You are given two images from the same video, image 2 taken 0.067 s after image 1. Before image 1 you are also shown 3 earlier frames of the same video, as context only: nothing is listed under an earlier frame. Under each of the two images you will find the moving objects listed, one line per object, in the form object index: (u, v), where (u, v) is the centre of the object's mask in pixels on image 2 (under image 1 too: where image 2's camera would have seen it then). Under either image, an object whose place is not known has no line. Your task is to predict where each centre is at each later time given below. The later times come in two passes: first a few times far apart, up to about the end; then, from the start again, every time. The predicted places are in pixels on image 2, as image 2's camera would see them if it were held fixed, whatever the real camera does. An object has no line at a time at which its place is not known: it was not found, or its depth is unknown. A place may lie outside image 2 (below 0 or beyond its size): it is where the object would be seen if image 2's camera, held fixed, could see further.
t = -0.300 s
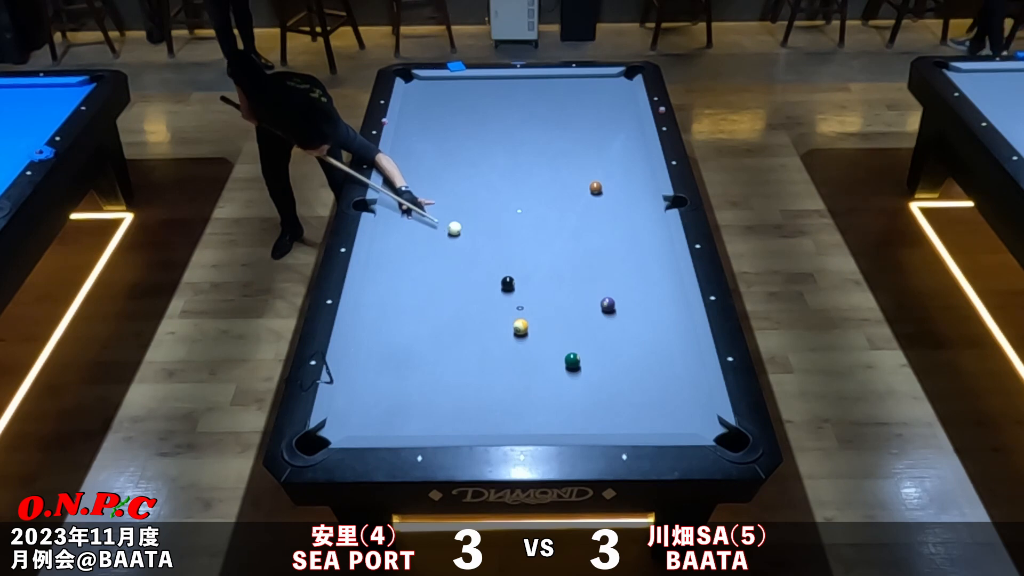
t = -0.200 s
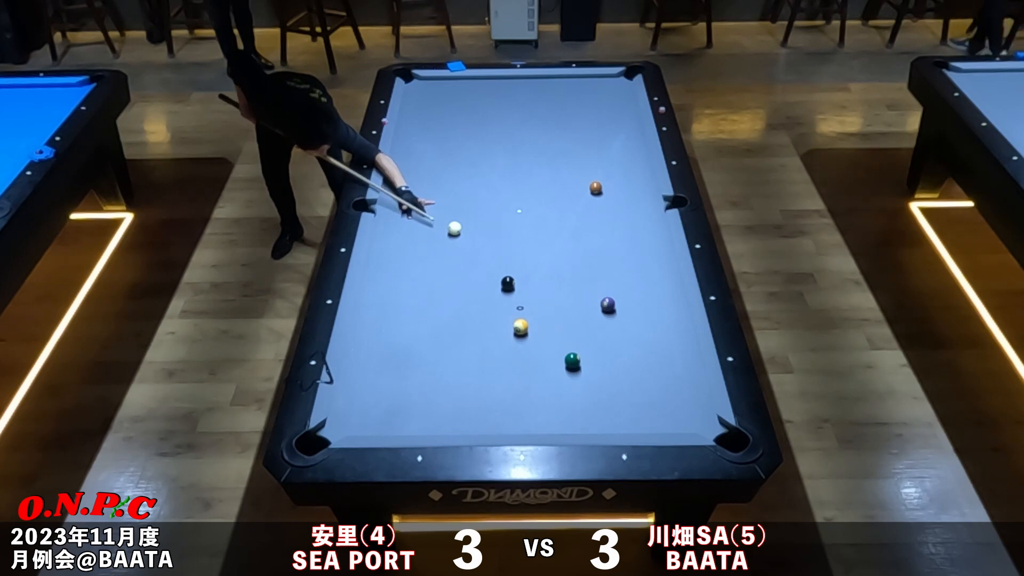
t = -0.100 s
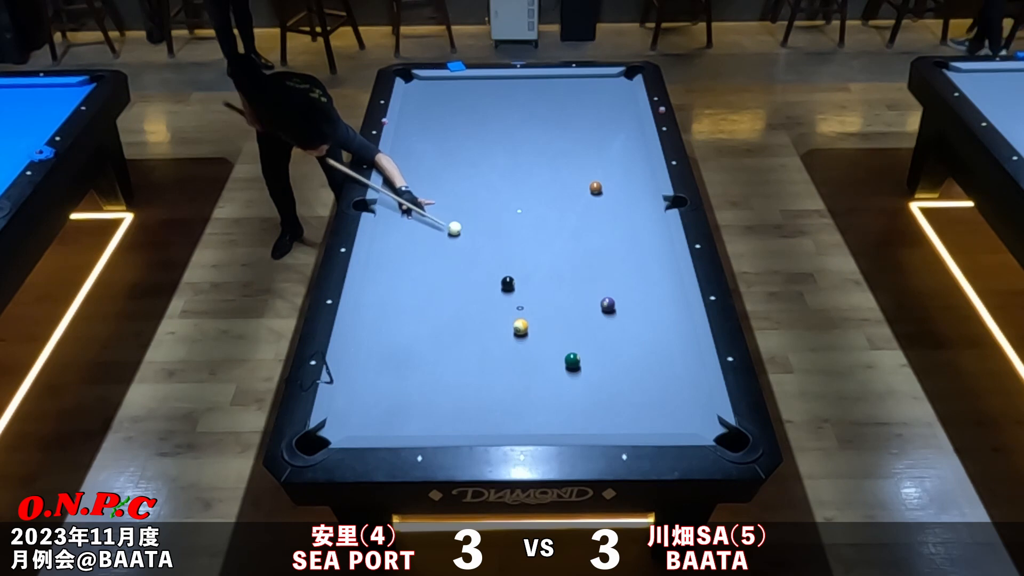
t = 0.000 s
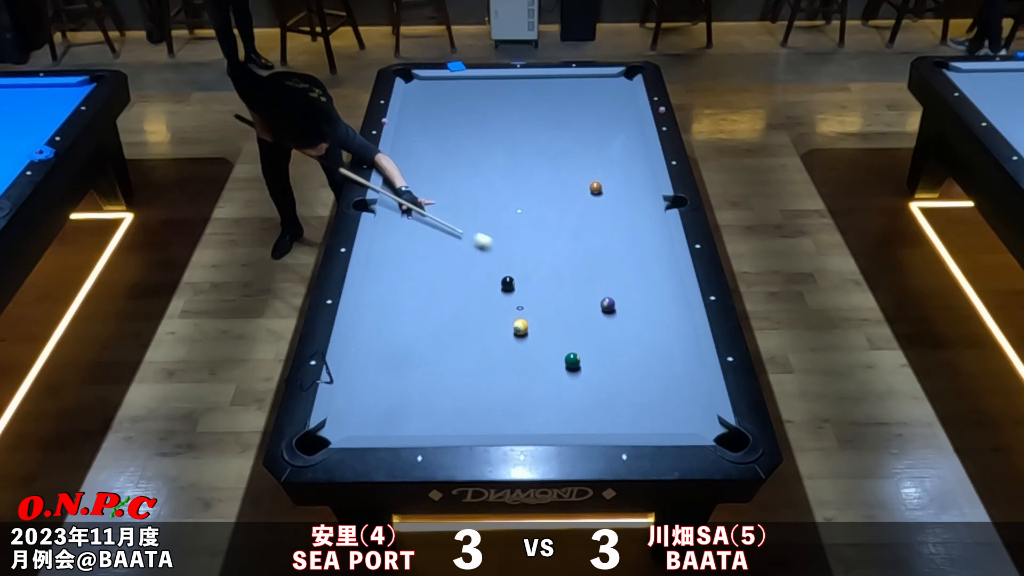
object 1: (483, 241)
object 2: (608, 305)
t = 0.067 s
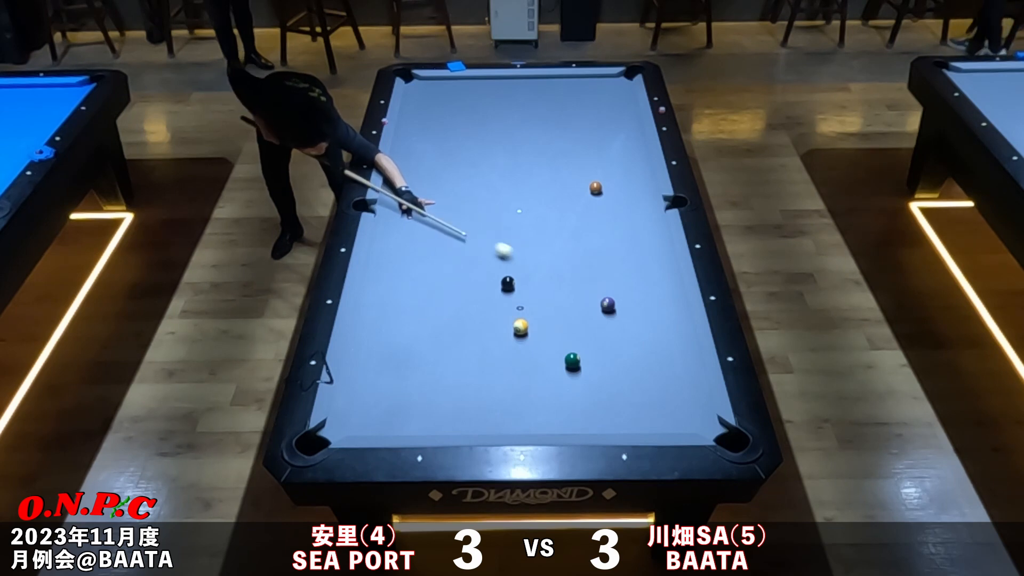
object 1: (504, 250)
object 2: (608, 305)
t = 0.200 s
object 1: (540, 267)
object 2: (608, 305)
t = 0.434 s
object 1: (601, 294)
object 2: (610, 307)
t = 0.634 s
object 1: (632, 294)
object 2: (637, 335)
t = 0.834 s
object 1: (663, 295)
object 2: (662, 360)
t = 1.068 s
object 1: (669, 299)
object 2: (693, 391)
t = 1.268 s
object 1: (653, 303)
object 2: (700, 413)
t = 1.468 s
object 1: (638, 307)
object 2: (693, 426)
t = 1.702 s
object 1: (622, 312)
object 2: (681, 417)
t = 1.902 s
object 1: (609, 316)
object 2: (672, 409)
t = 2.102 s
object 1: (596, 320)
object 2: (664, 402)
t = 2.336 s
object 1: (583, 324)
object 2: (656, 395)
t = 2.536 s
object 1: (572, 328)
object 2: (650, 389)
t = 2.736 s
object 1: (562, 331)
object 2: (644, 385)
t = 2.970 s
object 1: (552, 333)
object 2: (639, 380)
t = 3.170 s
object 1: (544, 336)
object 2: (635, 377)
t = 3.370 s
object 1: (537, 339)
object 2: (632, 375)
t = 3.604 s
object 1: (530, 342)
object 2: (629, 373)
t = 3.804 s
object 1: (524, 344)
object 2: (627, 372)
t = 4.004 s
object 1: (520, 346)
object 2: (626, 372)
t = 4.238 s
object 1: (516, 347)
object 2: (626, 372)
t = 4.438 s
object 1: (514, 349)
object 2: (626, 372)
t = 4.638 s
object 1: (512, 349)
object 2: (626, 372)
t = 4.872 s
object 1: (512, 349)
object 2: (626, 372)
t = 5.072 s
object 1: (512, 349)
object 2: (626, 373)
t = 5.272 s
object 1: (512, 349)
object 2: (626, 372)
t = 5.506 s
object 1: (512, 349)
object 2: (626, 372)
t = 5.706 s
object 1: (512, 349)
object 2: (626, 372)
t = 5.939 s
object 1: (512, 349)
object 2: (626, 372)
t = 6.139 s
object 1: (512, 349)
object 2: (626, 372)
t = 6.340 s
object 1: (512, 349)
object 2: (626, 372)
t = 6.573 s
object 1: (512, 349)
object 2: (626, 373)
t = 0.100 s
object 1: (513, 255)
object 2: (608, 305)
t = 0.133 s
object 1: (522, 259)
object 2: (608, 305)
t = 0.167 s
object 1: (531, 263)
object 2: (608, 305)
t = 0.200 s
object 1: (540, 267)
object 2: (608, 305)
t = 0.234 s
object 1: (548, 271)
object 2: (608, 305)
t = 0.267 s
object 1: (558, 275)
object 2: (608, 305)
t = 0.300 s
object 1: (567, 279)
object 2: (608, 305)
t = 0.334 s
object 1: (576, 284)
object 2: (608, 305)
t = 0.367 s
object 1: (585, 288)
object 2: (608, 305)
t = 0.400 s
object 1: (594, 293)
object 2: (608, 305)
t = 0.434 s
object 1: (601, 294)
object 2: (610, 307)
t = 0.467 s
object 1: (606, 294)
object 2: (615, 313)
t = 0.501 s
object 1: (611, 294)
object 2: (620, 318)
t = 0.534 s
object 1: (616, 294)
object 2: (625, 322)
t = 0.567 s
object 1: (621, 294)
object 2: (629, 326)
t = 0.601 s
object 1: (627, 294)
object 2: (633, 331)
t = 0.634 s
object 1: (632, 294)
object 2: (637, 335)
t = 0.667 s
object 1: (637, 294)
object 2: (641, 339)
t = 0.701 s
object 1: (642, 294)
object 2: (645, 343)
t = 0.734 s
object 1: (648, 295)
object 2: (649, 347)
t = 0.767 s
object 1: (653, 295)
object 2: (653, 351)
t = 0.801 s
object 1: (658, 295)
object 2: (658, 356)
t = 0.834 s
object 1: (663, 295)
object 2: (662, 360)
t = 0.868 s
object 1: (668, 295)
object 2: (666, 364)
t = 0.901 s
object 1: (673, 295)
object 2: (671, 369)
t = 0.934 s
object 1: (678, 296)
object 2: (675, 373)
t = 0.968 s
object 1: (677, 296)
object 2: (680, 378)
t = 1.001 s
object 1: (674, 297)
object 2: (684, 382)
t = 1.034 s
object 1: (671, 298)
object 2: (689, 387)
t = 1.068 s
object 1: (669, 299)
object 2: (693, 391)
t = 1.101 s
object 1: (666, 299)
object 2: (698, 396)
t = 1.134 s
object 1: (663, 300)
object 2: (702, 401)
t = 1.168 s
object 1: (661, 301)
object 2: (704, 405)
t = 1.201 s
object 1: (658, 301)
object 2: (703, 408)
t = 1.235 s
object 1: (656, 302)
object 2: (701, 411)
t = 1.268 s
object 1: (653, 303)
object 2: (700, 413)
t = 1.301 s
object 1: (651, 303)
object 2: (699, 416)
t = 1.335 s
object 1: (648, 304)
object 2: (698, 419)
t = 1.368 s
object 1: (646, 305)
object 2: (697, 423)
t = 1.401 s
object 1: (643, 307)
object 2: (695, 425)
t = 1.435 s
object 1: (641, 307)
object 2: (695, 427)
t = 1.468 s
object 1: (638, 307)
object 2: (693, 426)
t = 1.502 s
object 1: (636, 308)
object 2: (691, 425)
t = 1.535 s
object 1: (633, 309)
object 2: (689, 424)
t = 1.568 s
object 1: (631, 310)
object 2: (688, 423)
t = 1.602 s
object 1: (629, 311)
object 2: (686, 423)
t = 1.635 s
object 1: (626, 311)
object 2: (684, 420)
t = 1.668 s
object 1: (624, 312)
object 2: (682, 418)
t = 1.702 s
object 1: (622, 312)
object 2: (681, 417)
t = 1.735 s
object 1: (620, 313)
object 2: (679, 416)
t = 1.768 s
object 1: (617, 314)
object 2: (678, 414)
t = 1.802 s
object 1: (615, 314)
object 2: (676, 413)
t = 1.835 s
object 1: (613, 315)
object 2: (675, 412)
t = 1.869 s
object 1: (611, 315)
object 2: (673, 410)
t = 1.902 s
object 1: (609, 316)
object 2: (672, 409)
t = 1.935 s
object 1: (607, 318)
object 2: (671, 408)
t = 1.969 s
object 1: (605, 318)
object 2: (669, 406)
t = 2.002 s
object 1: (603, 318)
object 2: (668, 405)
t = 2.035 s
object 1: (600, 319)
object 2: (667, 404)
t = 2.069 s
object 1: (598, 319)
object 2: (665, 403)
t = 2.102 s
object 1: (596, 320)
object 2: (664, 402)
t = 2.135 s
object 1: (594, 321)
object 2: (663, 401)
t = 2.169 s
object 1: (592, 321)
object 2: (661, 400)
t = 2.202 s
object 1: (590, 322)
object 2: (660, 398)
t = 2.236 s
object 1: (588, 322)
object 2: (659, 398)
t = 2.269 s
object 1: (586, 323)
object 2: (658, 396)
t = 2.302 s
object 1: (585, 323)
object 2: (657, 396)
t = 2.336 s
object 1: (583, 324)
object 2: (656, 395)
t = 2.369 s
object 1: (581, 325)
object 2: (655, 394)
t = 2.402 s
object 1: (579, 325)
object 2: (653, 393)
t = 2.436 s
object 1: (577, 326)
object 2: (652, 392)
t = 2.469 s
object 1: (576, 326)
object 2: (652, 391)
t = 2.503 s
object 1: (574, 327)
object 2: (651, 390)
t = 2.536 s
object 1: (572, 328)
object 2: (650, 389)
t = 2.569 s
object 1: (570, 328)
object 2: (649, 388)
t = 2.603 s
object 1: (569, 328)
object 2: (648, 388)
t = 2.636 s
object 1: (567, 329)
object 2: (647, 387)
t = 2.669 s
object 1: (565, 329)
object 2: (646, 386)
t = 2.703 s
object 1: (564, 330)
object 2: (645, 386)
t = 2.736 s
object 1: (562, 331)
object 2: (644, 385)
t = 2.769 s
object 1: (560, 331)
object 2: (644, 384)
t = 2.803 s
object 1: (559, 331)
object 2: (643, 383)
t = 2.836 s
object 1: (557, 332)
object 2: (642, 382)
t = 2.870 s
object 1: (556, 332)
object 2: (641, 382)
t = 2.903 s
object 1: (555, 333)
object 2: (640, 381)
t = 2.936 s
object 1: (553, 333)
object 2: (640, 381)
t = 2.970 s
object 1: (552, 333)
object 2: (639, 380)
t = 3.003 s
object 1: (550, 334)
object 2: (638, 379)
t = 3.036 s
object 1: (549, 334)
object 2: (637, 379)
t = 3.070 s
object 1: (548, 335)
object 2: (637, 378)
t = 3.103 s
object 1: (546, 335)
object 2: (636, 378)
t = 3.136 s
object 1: (545, 336)
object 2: (635, 378)
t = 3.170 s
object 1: (544, 336)
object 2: (635, 377)
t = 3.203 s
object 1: (543, 337)
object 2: (634, 377)
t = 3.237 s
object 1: (541, 338)
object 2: (634, 376)
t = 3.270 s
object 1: (540, 338)
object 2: (633, 376)
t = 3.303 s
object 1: (539, 338)
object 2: (632, 376)
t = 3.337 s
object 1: (538, 338)
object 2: (632, 375)
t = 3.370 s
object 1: (537, 339)
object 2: (632, 375)
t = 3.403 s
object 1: (536, 339)
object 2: (631, 375)
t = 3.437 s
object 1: (535, 340)
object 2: (631, 375)
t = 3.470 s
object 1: (534, 340)
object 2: (630, 374)
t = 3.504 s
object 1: (533, 341)
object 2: (630, 374)
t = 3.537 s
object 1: (532, 341)
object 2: (629, 374)
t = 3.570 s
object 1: (530, 341)
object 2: (629, 374)
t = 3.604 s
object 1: (530, 342)
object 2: (629, 373)
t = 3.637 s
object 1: (529, 342)
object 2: (628, 373)
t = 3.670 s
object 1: (528, 342)
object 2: (628, 373)
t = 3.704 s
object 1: (527, 343)
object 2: (628, 373)
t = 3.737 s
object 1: (526, 343)
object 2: (627, 373)
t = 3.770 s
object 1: (525, 344)
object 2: (627, 373)
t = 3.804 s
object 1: (524, 344)
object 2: (627, 372)
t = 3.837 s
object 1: (524, 344)
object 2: (627, 372)
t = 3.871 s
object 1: (523, 345)
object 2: (626, 372)
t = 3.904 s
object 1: (522, 345)
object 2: (626, 372)
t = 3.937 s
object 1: (521, 345)
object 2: (626, 372)
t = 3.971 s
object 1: (521, 345)
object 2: (626, 372)
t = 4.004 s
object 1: (520, 346)
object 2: (626, 372)
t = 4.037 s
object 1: (519, 346)
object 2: (626, 372)
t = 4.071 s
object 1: (519, 346)
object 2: (626, 372)
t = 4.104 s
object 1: (518, 346)
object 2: (626, 372)
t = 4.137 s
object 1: (517, 347)
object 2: (626, 372)
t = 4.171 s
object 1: (517, 347)
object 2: (626, 372)
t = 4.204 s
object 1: (516, 347)
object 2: (626, 372)
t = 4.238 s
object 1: (516, 347)
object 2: (626, 372)
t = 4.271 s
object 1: (516, 348)
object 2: (626, 372)
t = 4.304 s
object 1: (515, 348)
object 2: (626, 372)
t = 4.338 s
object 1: (515, 348)
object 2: (626, 372)
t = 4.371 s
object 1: (514, 348)
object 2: (626, 372)
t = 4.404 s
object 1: (514, 348)
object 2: (626, 372)
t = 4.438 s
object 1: (514, 349)
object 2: (626, 372)
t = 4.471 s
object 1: (513, 349)
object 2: (626, 372)
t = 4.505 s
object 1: (513, 349)
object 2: (626, 372)
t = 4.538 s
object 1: (513, 349)
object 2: (626, 372)
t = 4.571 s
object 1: (513, 349)
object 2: (626, 372)
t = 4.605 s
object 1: (512, 349)
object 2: (626, 372)
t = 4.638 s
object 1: (512, 349)
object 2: (626, 372)
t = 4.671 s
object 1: (512, 349)
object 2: (626, 372)
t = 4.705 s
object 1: (512, 349)
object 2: (626, 372)
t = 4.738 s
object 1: (512, 349)
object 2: (626, 373)
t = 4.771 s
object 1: (512, 349)
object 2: (626, 372)
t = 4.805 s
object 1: (512, 349)
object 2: (626, 373)
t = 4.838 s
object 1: (512, 349)
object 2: (626, 372)
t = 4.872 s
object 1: (512, 349)
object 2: (626, 372)
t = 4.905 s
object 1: (512, 349)
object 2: (626, 372)
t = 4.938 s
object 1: (512, 349)
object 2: (626, 372)
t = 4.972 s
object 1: (512, 349)
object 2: (626, 372)
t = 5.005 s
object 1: (512, 349)
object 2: (626, 372)
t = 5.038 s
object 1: (512, 349)
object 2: (626, 372)
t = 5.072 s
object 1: (512, 349)
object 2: (626, 373)
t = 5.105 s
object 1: (512, 349)
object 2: (626, 372)
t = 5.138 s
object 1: (512, 349)
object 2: (626, 372)
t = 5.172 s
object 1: (512, 349)
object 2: (626, 372)
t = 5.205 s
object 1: (512, 349)
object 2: (626, 372)
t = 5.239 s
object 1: (512, 349)
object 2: (626, 373)
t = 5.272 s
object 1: (512, 349)
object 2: (626, 372)
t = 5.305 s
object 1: (512, 349)
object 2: (626, 372)
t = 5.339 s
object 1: (512, 349)
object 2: (626, 372)
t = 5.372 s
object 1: (512, 349)
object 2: (626, 372)
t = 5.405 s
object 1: (512, 349)
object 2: (626, 372)
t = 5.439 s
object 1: (512, 349)
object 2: (626, 372)
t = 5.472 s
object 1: (512, 349)
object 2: (626, 372)
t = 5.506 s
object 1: (512, 349)
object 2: (626, 372)
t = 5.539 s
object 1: (512, 349)
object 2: (626, 372)
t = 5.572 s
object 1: (512, 349)
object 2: (626, 372)
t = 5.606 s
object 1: (512, 349)
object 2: (626, 372)
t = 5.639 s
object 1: (512, 349)
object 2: (626, 372)
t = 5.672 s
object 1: (512, 349)
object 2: (626, 372)
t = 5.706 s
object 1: (512, 349)
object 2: (626, 372)
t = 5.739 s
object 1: (512, 349)
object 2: (626, 372)
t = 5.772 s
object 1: (512, 349)
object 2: (626, 372)
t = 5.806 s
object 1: (512, 349)
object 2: (626, 372)
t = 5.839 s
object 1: (512, 350)
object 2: (626, 372)
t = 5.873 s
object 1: (512, 349)
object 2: (626, 372)
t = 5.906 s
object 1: (512, 349)
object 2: (626, 372)
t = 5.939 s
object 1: (512, 349)
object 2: (626, 372)
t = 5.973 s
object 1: (512, 349)
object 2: (626, 372)
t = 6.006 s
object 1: (512, 349)
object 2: (626, 372)
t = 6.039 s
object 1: (512, 349)
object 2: (626, 372)
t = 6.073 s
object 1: (512, 349)
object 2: (626, 372)
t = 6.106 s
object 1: (512, 349)
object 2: (626, 373)
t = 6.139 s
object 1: (512, 349)
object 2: (626, 372)
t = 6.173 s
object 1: (512, 349)
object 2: (626, 373)
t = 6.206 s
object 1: (512, 349)
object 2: (626, 372)
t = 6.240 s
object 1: (512, 349)
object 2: (626, 372)
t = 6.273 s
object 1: (512, 349)
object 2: (626, 372)
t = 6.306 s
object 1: (512, 349)
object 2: (626, 372)
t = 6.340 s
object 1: (512, 349)
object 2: (626, 372)
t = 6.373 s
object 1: (512, 349)
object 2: (626, 372)
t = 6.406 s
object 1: (512, 349)
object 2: (626, 373)
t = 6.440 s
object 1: (512, 349)
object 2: (626, 372)
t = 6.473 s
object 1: (512, 349)
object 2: (626, 373)
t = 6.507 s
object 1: (512, 350)
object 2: (626, 372)
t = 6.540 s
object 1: (512, 349)
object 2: (626, 372)
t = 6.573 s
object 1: (512, 349)
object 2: (626, 373)
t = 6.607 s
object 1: (512, 349)
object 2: (626, 373)
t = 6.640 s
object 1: (512, 349)
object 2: (626, 373)
